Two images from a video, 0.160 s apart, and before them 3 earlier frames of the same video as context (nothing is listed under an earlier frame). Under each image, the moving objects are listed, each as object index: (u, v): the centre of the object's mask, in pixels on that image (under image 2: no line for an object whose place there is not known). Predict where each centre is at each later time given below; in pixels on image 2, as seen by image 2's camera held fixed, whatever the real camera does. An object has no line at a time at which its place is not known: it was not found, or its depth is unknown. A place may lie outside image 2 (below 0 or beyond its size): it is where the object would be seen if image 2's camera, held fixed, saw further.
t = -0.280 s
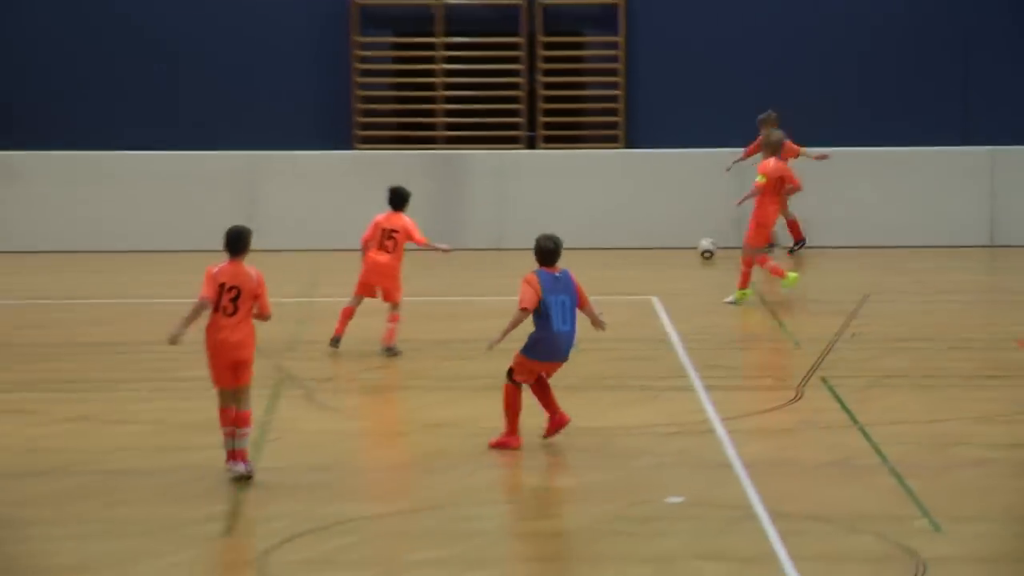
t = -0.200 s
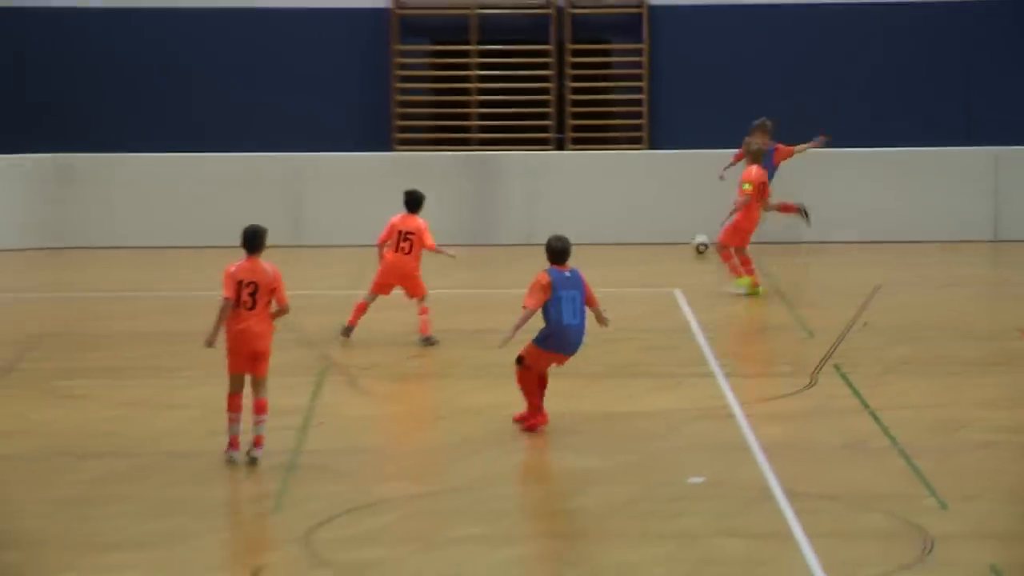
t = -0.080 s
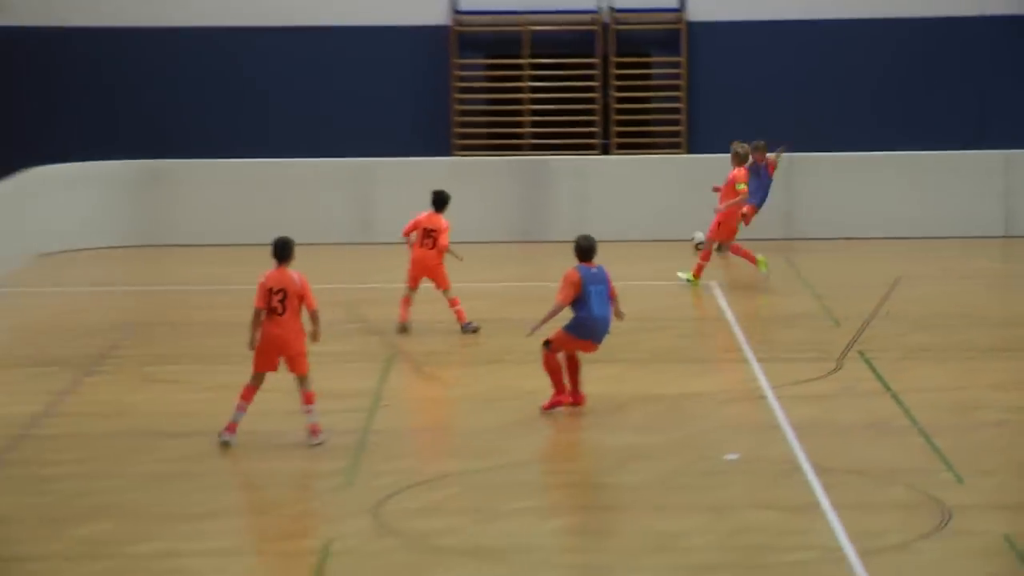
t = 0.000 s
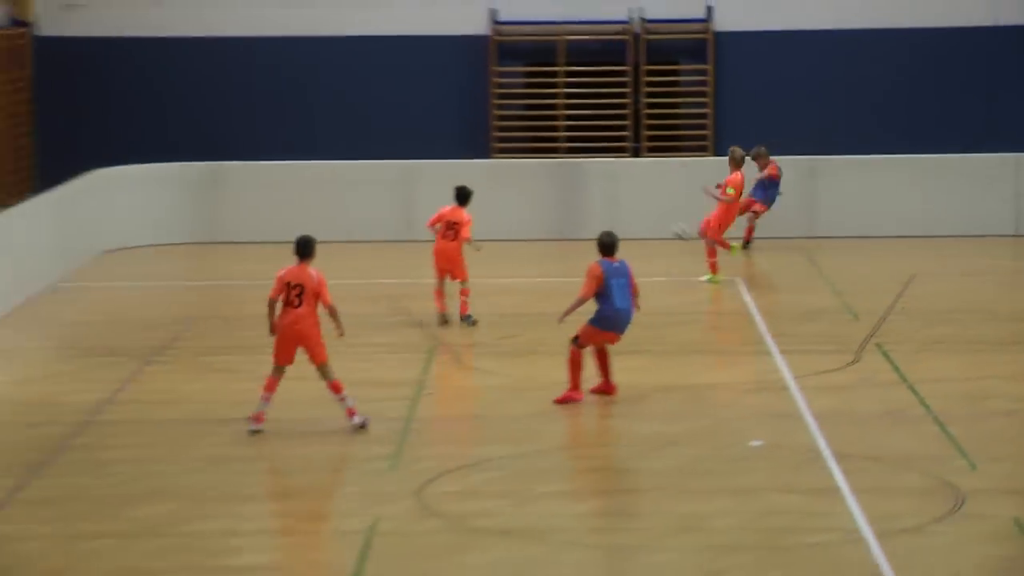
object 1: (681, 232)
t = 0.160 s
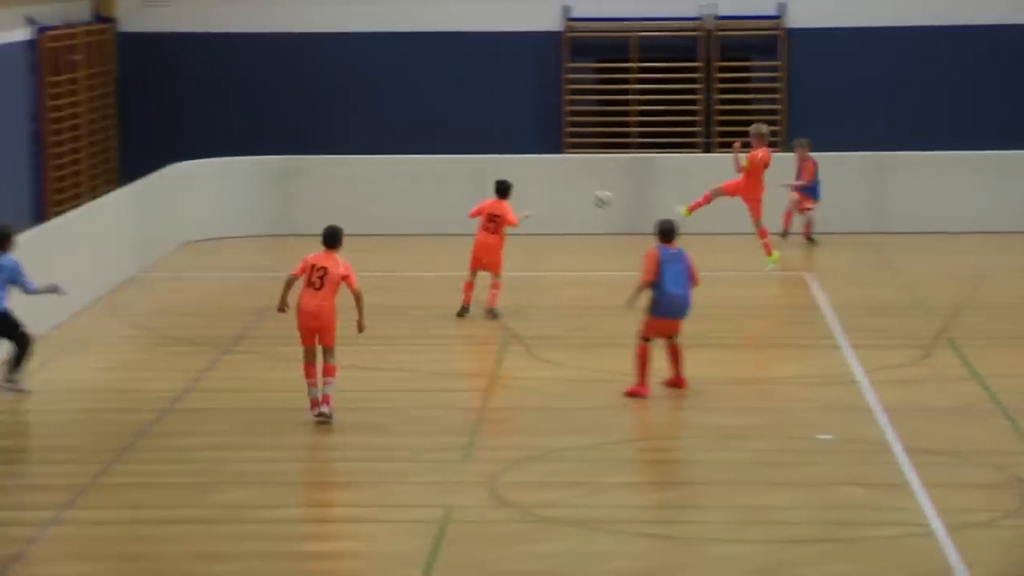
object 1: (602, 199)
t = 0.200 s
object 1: (568, 193)
